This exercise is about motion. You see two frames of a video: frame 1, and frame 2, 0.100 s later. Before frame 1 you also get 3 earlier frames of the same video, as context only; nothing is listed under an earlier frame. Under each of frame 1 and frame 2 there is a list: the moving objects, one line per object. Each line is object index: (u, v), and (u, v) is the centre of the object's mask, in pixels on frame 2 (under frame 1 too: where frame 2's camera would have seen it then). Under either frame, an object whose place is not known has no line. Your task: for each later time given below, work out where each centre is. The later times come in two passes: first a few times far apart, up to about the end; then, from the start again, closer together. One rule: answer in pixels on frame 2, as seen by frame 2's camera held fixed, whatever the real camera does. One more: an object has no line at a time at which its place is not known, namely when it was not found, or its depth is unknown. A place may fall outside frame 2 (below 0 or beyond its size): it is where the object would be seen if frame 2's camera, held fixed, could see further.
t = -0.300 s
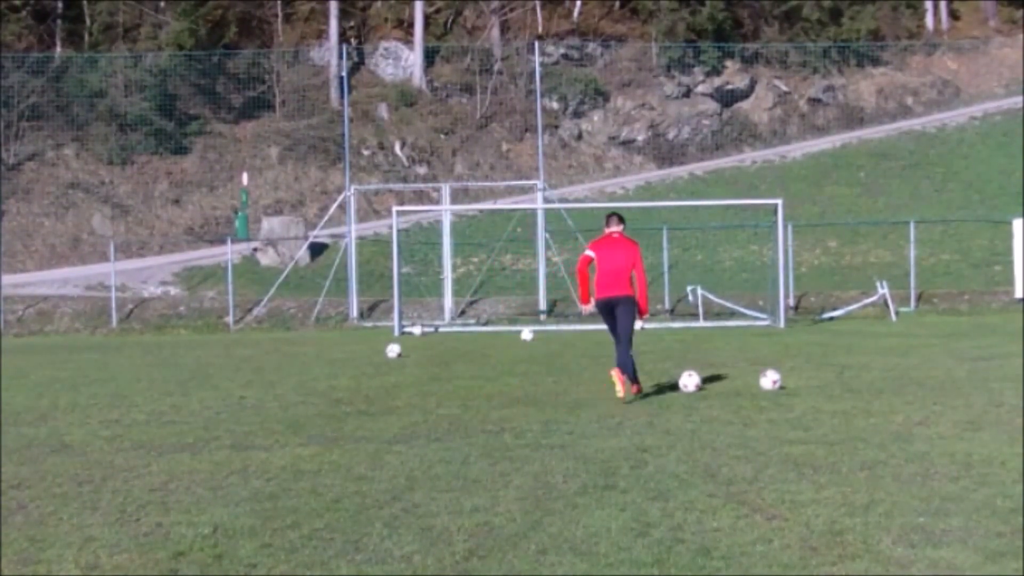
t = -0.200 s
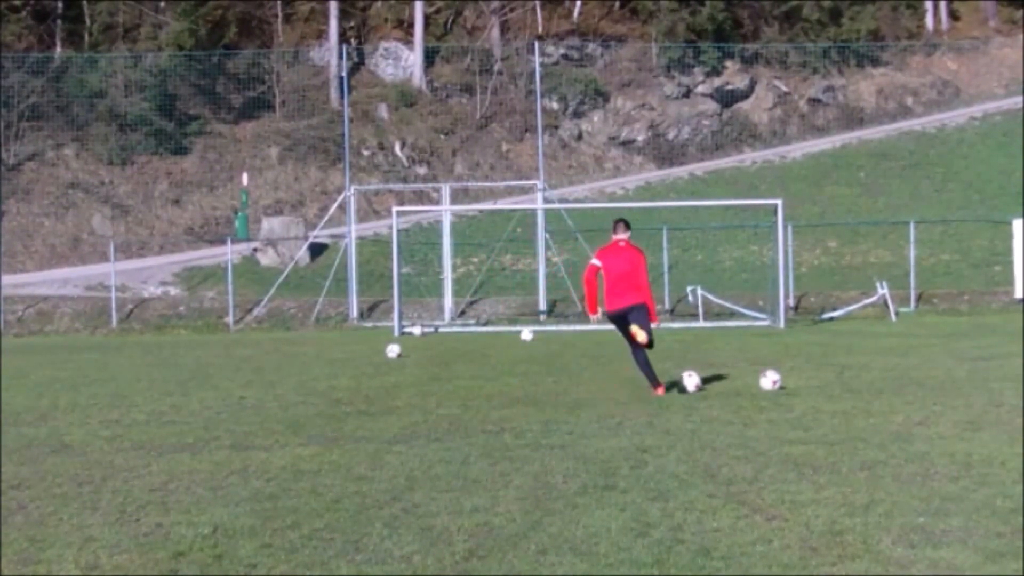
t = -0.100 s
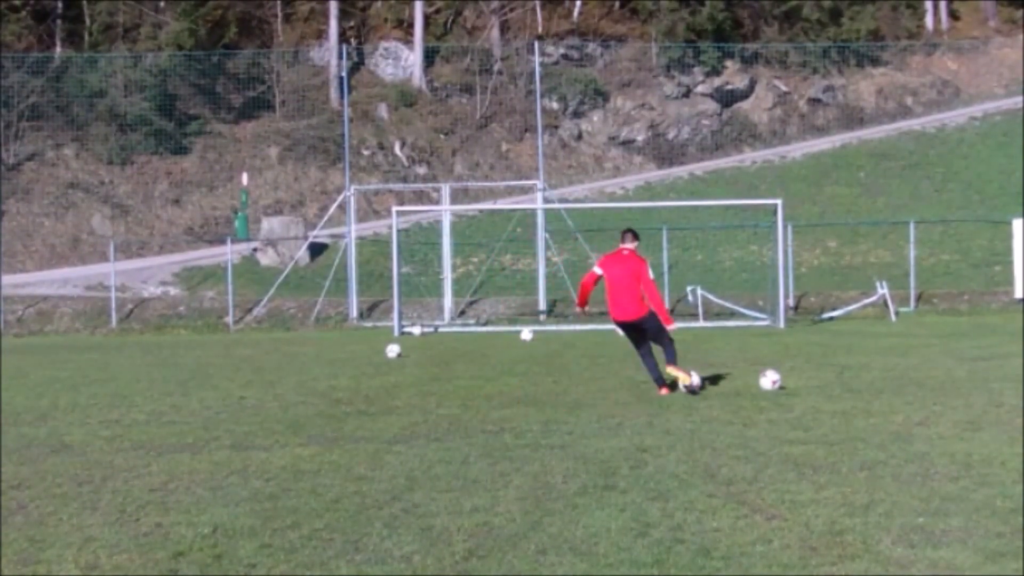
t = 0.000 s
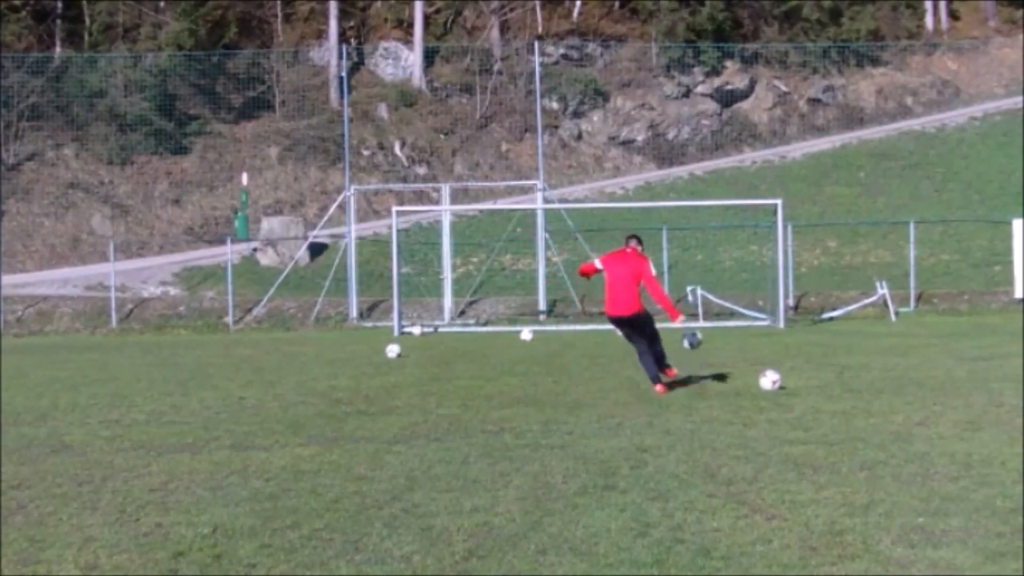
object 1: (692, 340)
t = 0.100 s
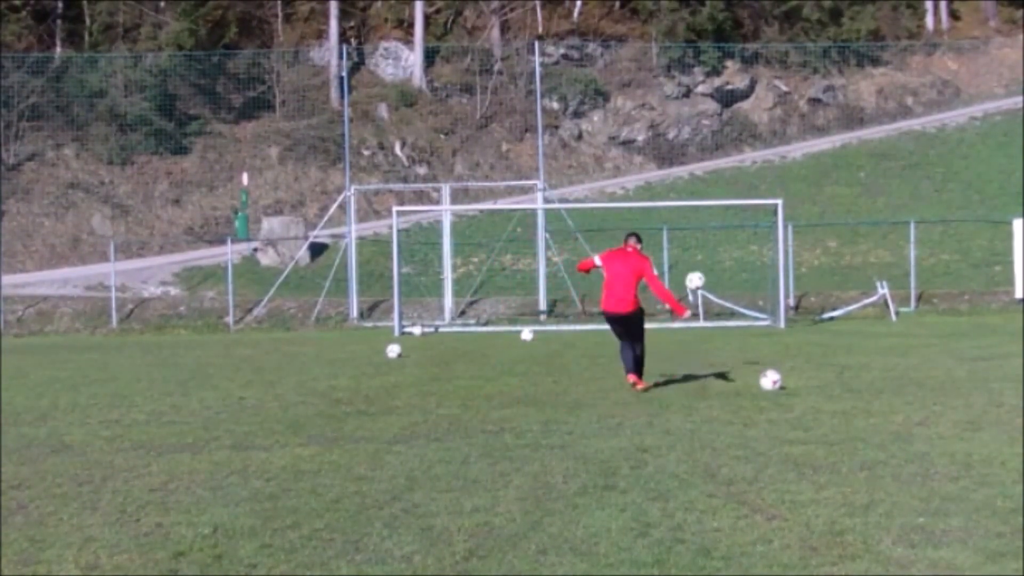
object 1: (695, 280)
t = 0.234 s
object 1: (703, 228)
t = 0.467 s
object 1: (721, 185)
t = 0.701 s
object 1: (738, 178)
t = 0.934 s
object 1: (747, 192)
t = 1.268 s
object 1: (788, 287)
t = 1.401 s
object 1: (808, 314)
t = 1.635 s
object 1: (831, 241)
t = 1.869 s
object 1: (857, 200)
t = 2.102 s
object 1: (884, 194)
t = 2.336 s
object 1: (914, 224)
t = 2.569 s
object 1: (946, 297)
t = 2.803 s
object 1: (979, 307)
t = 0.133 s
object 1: (697, 265)
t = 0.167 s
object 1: (698, 251)
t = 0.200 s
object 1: (700, 239)
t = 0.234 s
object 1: (703, 228)
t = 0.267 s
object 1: (705, 218)
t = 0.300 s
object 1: (708, 210)
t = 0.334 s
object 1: (710, 203)
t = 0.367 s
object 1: (713, 196)
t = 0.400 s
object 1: (716, 192)
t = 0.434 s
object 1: (718, 188)
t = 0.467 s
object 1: (721, 185)
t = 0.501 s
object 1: (723, 182)
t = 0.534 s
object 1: (726, 180)
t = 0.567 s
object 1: (729, 179)
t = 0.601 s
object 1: (731, 178)
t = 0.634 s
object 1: (734, 177)
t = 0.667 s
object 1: (736, 177)
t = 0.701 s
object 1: (738, 178)
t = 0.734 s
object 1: (739, 179)
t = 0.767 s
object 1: (741, 180)
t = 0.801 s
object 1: (742, 182)
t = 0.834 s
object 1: (744, 184)
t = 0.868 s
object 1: (745, 187)
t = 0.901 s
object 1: (746, 189)
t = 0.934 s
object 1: (747, 192)
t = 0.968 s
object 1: (748, 195)
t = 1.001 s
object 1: (748, 199)
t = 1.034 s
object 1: (749, 204)
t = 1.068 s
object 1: (754, 213)
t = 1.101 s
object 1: (759, 223)
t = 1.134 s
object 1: (765, 234)
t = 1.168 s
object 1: (770, 246)
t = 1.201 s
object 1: (776, 259)
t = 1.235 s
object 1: (782, 272)
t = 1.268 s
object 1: (788, 287)
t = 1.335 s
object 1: (800, 319)
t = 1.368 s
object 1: (805, 326)
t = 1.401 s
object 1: (808, 314)
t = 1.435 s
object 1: (811, 301)
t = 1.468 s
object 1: (815, 290)
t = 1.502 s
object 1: (818, 278)
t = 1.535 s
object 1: (821, 268)
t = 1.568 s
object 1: (824, 258)
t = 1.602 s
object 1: (828, 249)
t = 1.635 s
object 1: (831, 241)
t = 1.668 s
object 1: (835, 233)
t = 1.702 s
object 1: (838, 226)
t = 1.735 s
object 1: (842, 219)
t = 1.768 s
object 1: (845, 214)
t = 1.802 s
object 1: (849, 208)
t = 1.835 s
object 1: (853, 204)
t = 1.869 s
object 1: (857, 200)
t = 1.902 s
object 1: (861, 197)
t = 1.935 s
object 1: (864, 194)
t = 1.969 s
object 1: (869, 193)
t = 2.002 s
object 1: (873, 192)
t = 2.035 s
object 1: (877, 192)
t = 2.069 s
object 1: (881, 192)
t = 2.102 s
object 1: (884, 194)
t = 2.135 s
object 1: (888, 195)
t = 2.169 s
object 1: (893, 198)
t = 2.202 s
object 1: (897, 202)
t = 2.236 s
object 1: (901, 206)
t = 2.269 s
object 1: (906, 212)
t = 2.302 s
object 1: (910, 217)
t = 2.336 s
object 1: (914, 224)
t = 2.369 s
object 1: (919, 232)
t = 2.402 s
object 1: (923, 241)
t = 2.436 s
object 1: (928, 250)
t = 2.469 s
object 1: (932, 261)
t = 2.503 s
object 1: (936, 272)
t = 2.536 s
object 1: (941, 284)
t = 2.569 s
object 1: (946, 297)
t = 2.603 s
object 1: (950, 310)
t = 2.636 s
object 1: (955, 325)
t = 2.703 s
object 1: (964, 332)
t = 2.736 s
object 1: (969, 323)
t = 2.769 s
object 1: (974, 315)
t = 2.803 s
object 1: (979, 307)
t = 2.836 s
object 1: (984, 300)
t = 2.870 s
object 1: (989, 294)
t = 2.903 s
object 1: (995, 288)
